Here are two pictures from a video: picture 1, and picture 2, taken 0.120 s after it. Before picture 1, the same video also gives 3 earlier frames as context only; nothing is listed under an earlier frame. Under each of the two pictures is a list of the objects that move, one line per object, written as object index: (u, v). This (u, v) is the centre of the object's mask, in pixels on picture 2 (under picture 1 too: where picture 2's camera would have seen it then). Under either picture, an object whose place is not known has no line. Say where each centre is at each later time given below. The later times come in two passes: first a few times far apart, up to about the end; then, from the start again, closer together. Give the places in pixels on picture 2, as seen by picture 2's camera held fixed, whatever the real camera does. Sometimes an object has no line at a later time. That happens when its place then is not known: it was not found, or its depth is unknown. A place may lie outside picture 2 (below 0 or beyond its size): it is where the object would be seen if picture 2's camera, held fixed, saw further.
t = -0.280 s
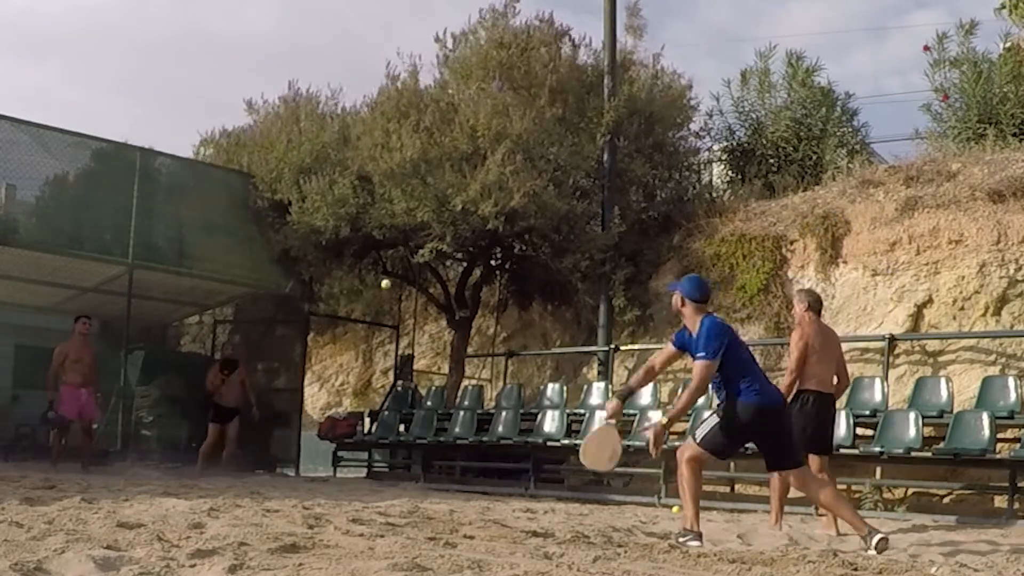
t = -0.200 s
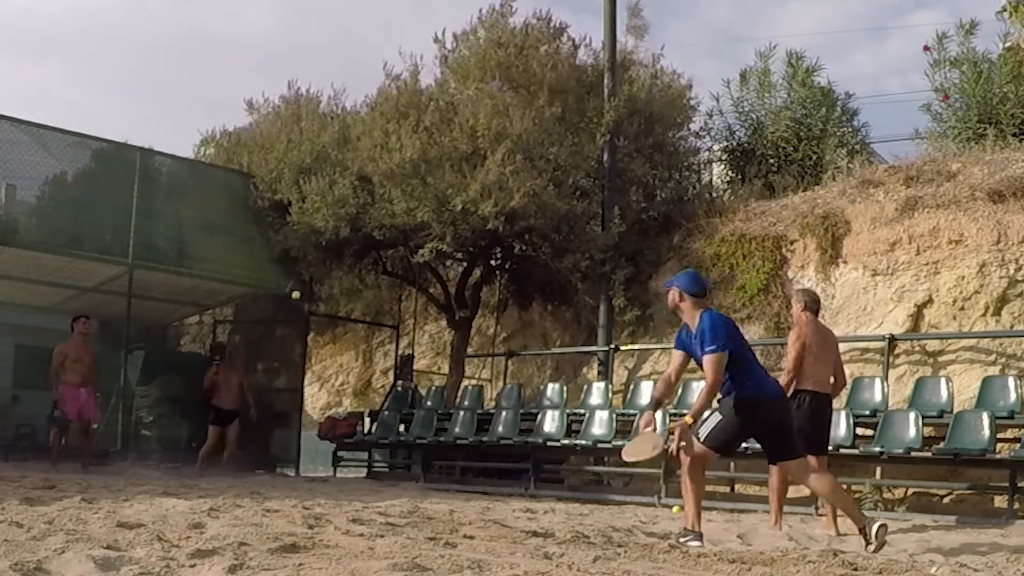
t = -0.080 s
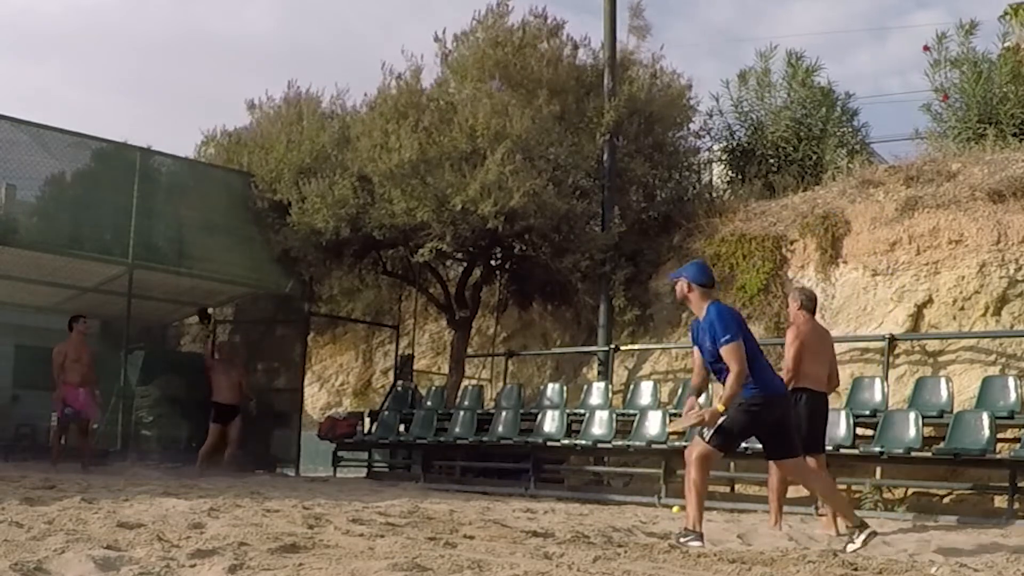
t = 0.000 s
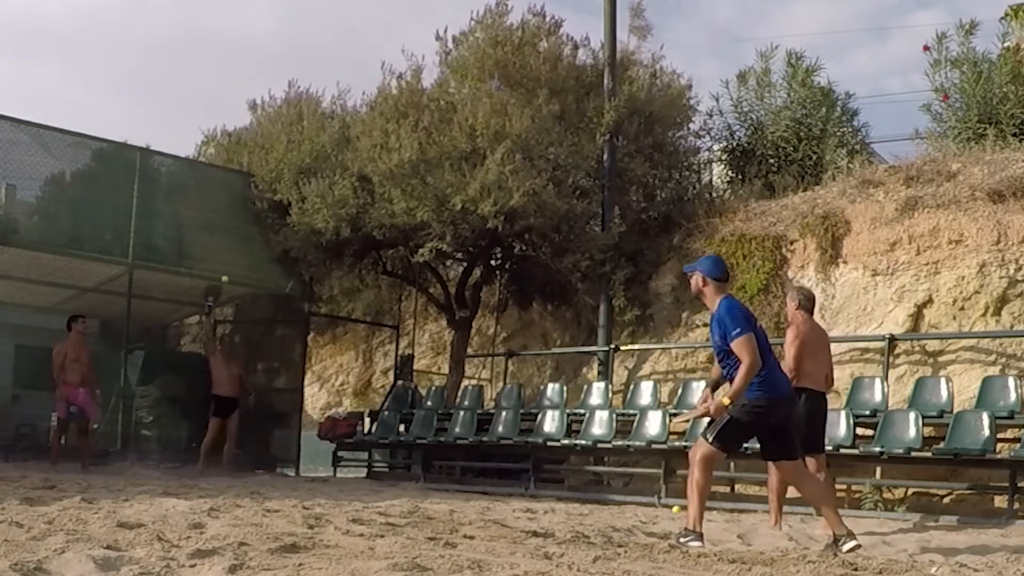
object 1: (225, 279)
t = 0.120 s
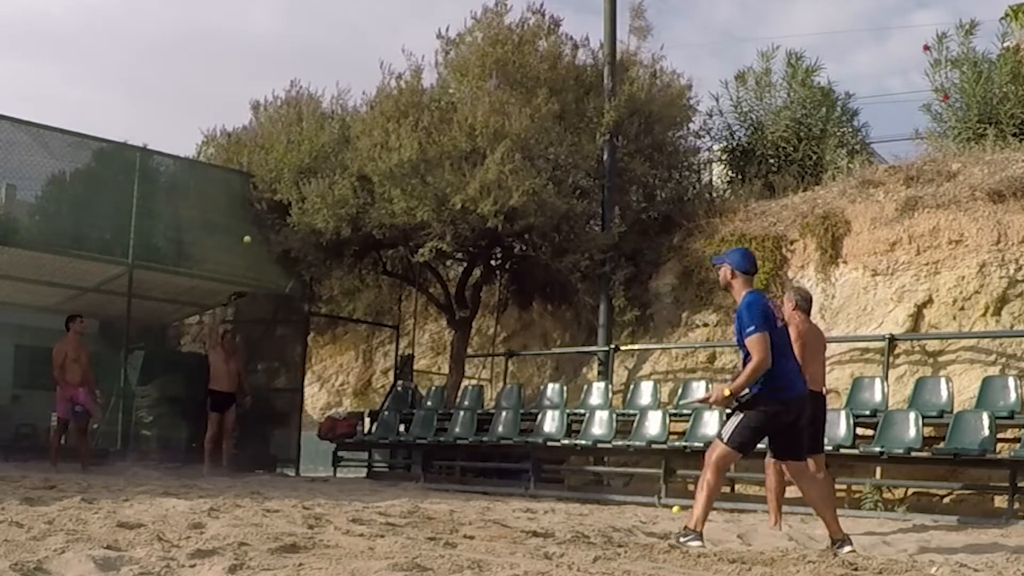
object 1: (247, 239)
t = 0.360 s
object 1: (294, 190)
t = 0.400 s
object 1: (302, 187)
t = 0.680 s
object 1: (366, 211)
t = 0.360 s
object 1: (294, 190)
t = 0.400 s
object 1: (302, 187)
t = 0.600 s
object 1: (347, 195)
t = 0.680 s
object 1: (366, 211)
